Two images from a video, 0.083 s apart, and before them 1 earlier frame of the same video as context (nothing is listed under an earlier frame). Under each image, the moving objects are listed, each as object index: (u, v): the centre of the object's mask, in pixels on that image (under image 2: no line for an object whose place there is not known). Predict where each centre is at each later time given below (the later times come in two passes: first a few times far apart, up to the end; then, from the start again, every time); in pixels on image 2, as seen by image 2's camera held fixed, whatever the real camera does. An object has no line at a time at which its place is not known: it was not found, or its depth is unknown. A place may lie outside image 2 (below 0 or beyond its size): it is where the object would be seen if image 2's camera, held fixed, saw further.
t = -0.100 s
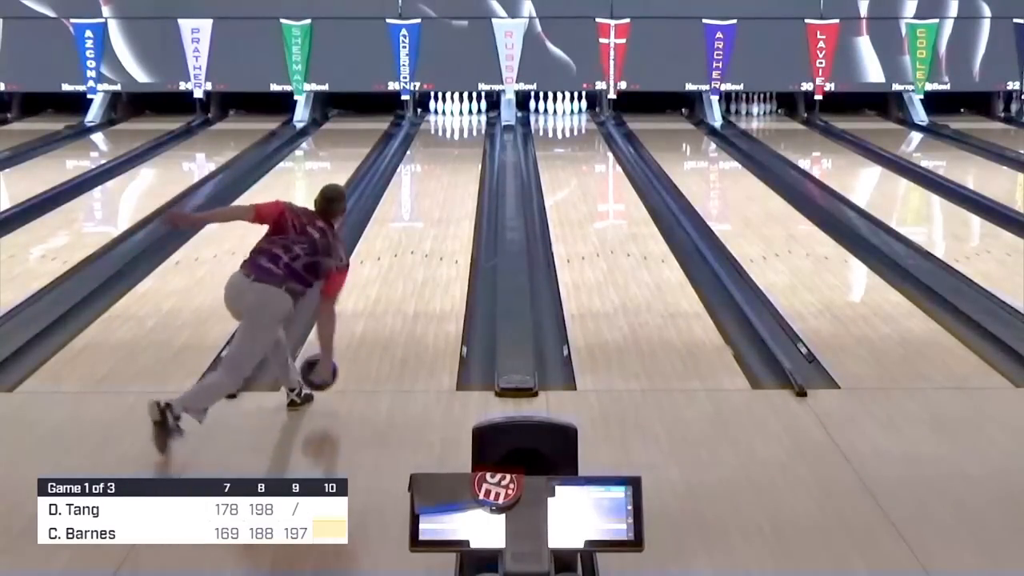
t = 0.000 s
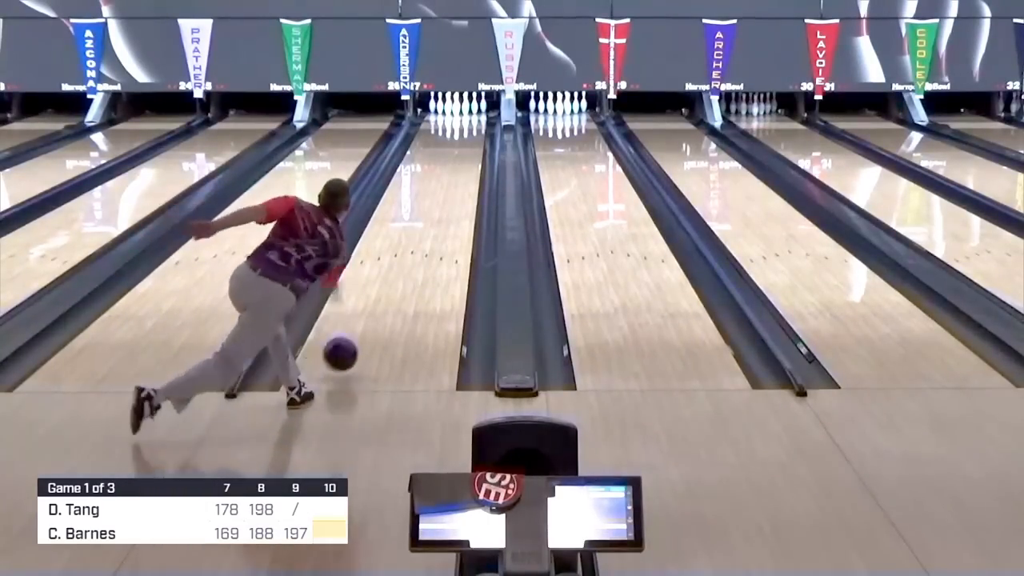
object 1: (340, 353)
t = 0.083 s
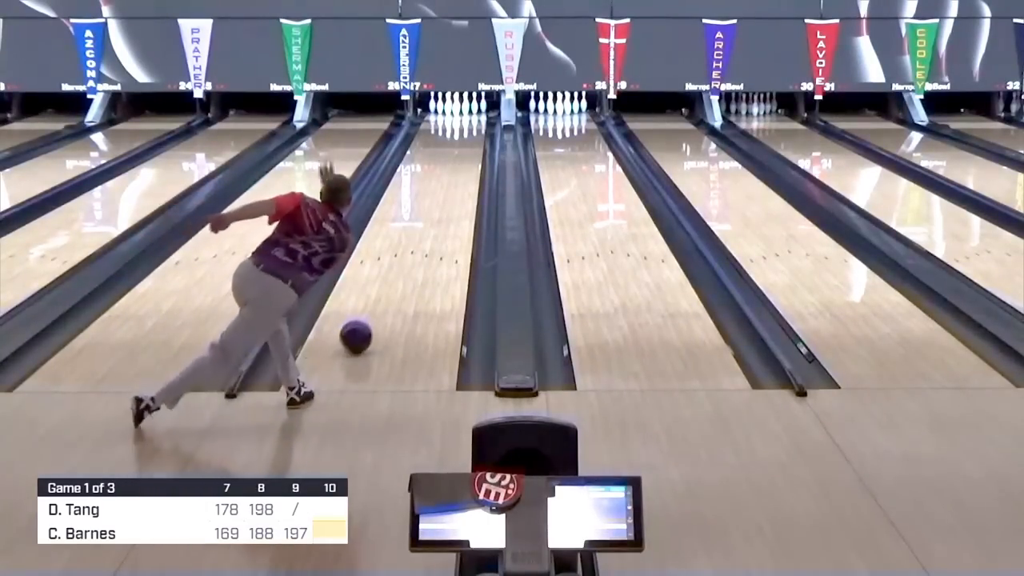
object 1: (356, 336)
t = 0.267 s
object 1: (384, 293)
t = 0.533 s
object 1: (414, 246)
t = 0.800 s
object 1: (437, 211)
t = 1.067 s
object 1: (453, 184)
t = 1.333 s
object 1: (465, 163)
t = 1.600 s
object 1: (474, 147)
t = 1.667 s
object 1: (475, 143)
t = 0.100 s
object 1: (359, 332)
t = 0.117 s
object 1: (362, 327)
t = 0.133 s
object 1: (364, 323)
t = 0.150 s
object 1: (367, 319)
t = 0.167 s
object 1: (370, 315)
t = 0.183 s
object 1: (372, 311)
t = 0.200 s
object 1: (375, 307)
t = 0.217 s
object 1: (377, 303)
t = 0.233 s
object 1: (379, 300)
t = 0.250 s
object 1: (382, 297)
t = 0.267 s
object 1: (384, 293)
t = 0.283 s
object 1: (386, 290)
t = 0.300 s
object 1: (388, 287)
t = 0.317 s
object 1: (391, 283)
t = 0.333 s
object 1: (393, 280)
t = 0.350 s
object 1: (395, 277)
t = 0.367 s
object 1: (397, 274)
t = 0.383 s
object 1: (399, 271)
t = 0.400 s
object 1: (400, 268)
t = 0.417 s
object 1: (402, 265)
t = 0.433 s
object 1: (404, 262)
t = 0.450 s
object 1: (406, 260)
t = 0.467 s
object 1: (408, 257)
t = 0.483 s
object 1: (409, 254)
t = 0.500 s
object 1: (411, 251)
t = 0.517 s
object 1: (413, 249)
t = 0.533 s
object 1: (414, 246)
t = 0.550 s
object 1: (416, 244)
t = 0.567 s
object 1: (418, 241)
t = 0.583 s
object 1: (419, 239)
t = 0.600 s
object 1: (421, 237)
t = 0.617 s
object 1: (424, 236)
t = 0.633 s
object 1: (426, 233)
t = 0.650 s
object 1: (427, 230)
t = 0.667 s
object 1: (427, 227)
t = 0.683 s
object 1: (428, 226)
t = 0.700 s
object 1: (429, 224)
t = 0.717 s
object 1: (430, 221)
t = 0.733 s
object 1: (432, 219)
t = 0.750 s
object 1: (433, 217)
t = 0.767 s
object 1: (434, 215)
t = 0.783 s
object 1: (435, 213)
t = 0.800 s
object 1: (437, 211)
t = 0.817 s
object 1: (438, 209)
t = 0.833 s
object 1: (439, 207)
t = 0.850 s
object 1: (440, 206)
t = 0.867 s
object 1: (441, 204)
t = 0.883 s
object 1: (442, 202)
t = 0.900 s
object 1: (443, 200)
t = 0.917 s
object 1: (444, 199)
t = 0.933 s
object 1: (445, 197)
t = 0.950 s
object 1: (447, 195)
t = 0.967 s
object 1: (447, 194)
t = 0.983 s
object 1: (448, 192)
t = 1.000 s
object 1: (449, 190)
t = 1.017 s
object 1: (450, 189)
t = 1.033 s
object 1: (451, 187)
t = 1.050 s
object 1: (452, 186)
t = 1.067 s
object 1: (453, 184)
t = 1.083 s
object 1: (454, 183)
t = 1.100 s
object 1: (455, 181)
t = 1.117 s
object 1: (456, 180)
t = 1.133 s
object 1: (457, 179)
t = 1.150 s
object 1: (457, 177)
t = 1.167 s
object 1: (458, 176)
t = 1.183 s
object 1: (459, 174)
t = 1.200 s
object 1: (460, 173)
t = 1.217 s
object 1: (460, 172)
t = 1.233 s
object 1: (461, 171)
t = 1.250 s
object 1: (462, 169)
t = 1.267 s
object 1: (463, 168)
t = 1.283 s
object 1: (463, 167)
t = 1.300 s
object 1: (464, 166)
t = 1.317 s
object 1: (465, 165)
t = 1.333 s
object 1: (465, 163)
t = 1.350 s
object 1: (466, 162)
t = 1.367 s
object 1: (467, 161)
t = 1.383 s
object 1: (467, 160)
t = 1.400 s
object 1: (468, 159)
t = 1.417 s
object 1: (468, 158)
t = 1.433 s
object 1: (469, 157)
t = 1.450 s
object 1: (470, 156)
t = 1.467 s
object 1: (470, 155)
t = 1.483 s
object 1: (471, 154)
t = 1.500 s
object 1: (471, 153)
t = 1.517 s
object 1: (472, 152)
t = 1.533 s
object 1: (472, 151)
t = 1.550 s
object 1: (473, 150)
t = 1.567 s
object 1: (473, 149)
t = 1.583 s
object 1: (473, 148)
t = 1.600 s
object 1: (474, 147)
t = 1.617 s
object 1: (474, 146)
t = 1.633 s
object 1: (474, 145)
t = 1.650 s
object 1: (475, 144)
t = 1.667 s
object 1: (475, 143)
